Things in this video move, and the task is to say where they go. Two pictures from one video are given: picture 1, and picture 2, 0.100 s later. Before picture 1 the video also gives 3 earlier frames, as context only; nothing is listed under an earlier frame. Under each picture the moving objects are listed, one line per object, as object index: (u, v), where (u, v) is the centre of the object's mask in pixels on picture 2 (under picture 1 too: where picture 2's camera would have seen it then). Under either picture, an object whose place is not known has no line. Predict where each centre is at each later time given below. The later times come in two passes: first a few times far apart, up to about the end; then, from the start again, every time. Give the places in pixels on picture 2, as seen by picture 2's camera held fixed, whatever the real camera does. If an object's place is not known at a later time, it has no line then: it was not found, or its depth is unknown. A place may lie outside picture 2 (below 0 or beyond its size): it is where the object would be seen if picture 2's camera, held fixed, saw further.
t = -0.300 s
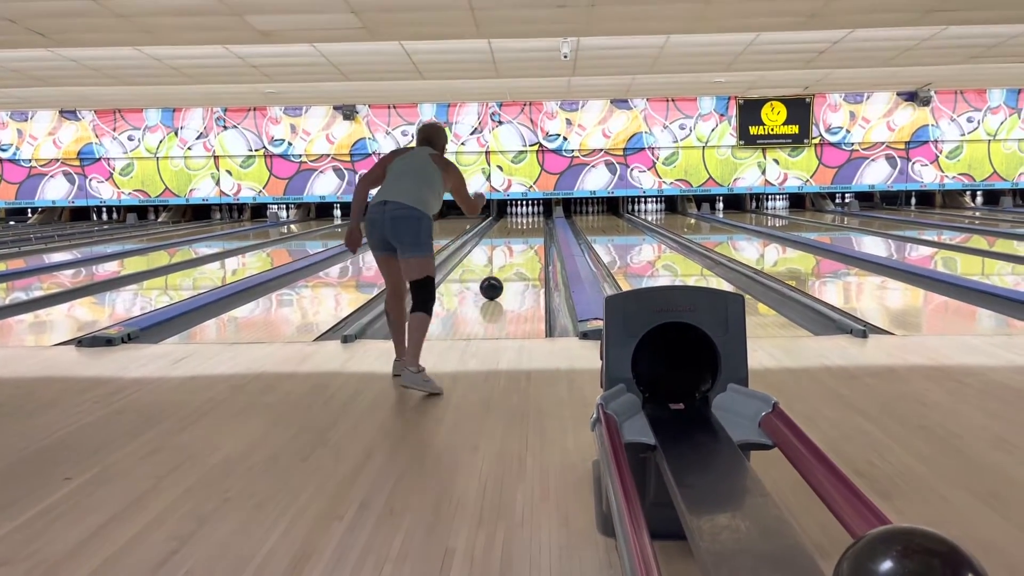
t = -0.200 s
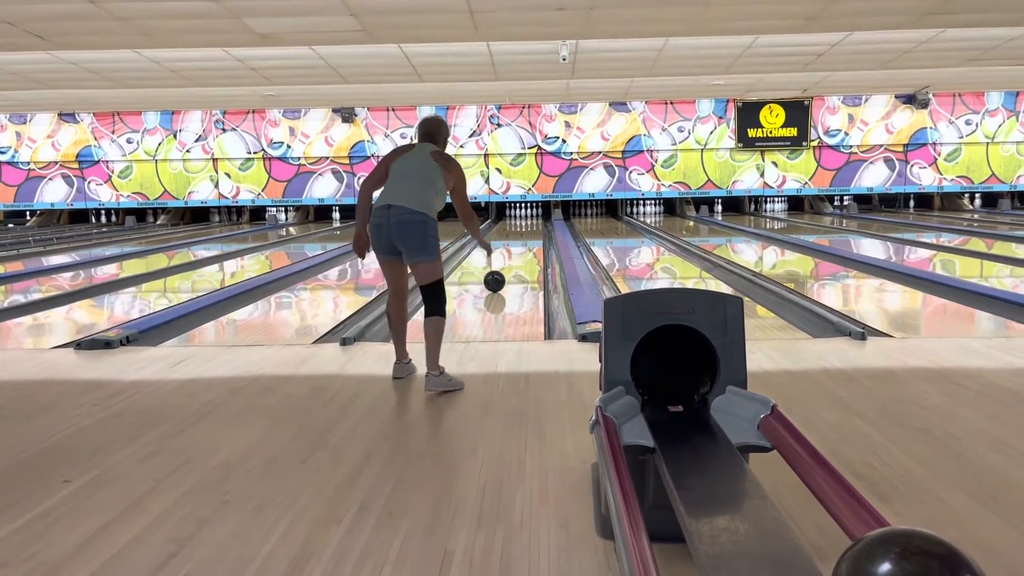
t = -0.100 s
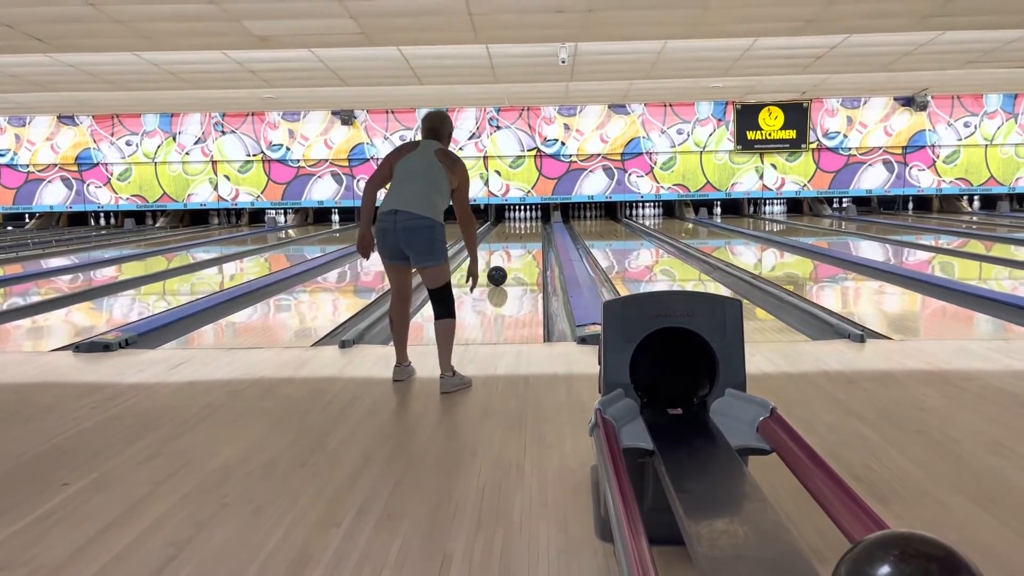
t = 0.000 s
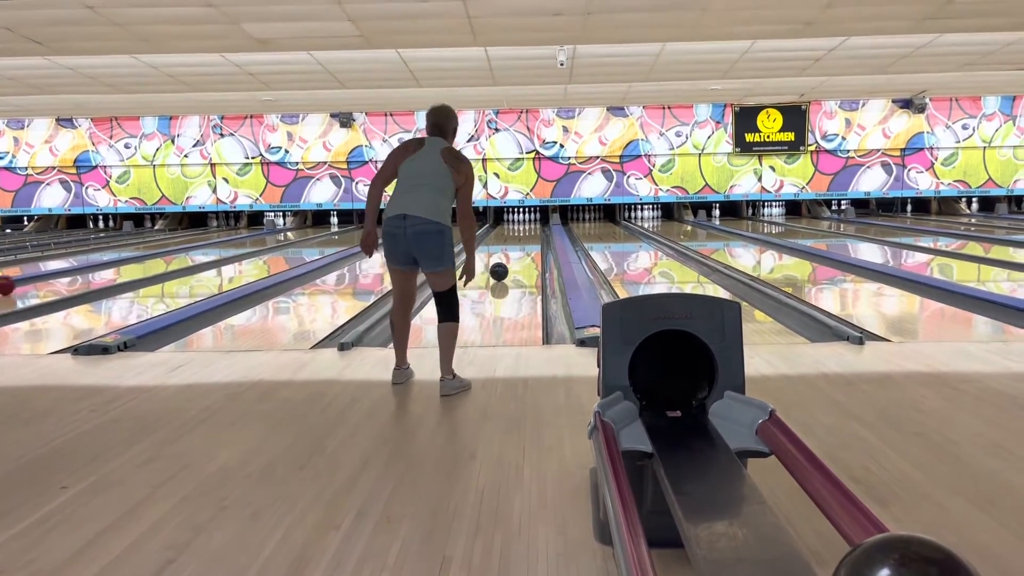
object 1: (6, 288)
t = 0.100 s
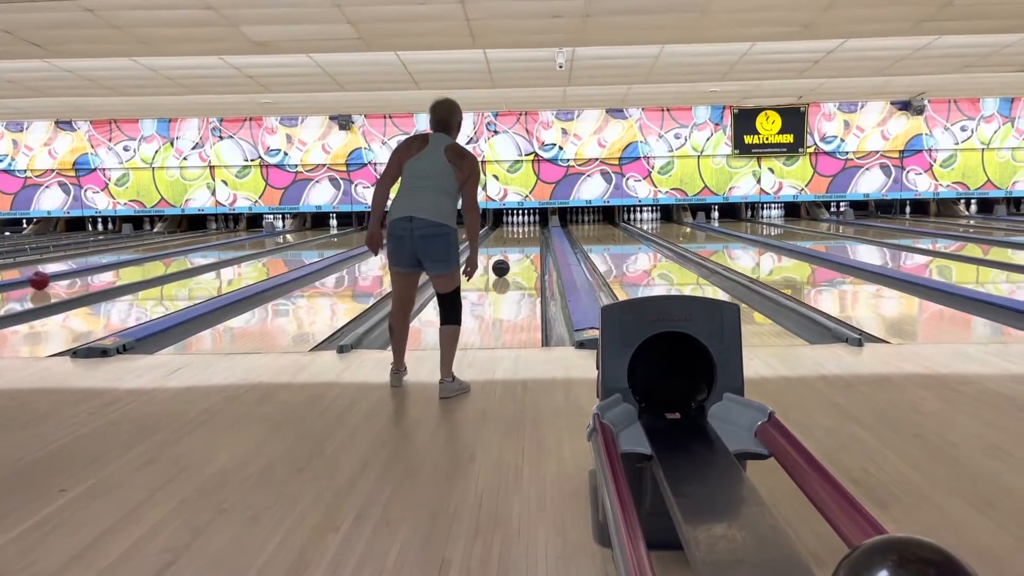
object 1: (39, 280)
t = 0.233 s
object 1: (80, 272)
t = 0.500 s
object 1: (143, 260)
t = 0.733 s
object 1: (184, 252)
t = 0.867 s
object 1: (205, 248)
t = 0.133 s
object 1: (50, 279)
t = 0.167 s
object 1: (60, 276)
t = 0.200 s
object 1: (70, 274)
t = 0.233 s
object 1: (80, 272)
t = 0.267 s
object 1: (88, 271)
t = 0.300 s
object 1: (97, 269)
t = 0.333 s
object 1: (106, 268)
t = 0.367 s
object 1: (114, 266)
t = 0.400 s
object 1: (121, 264)
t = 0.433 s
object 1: (129, 263)
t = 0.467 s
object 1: (136, 261)
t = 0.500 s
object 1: (143, 260)
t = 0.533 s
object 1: (149, 259)
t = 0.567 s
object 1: (156, 257)
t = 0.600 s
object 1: (162, 256)
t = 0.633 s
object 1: (168, 255)
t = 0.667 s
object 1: (173, 254)
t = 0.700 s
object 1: (179, 253)
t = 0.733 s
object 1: (184, 252)
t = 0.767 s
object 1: (190, 251)
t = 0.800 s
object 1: (195, 250)
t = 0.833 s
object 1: (200, 249)
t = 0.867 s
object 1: (205, 248)
